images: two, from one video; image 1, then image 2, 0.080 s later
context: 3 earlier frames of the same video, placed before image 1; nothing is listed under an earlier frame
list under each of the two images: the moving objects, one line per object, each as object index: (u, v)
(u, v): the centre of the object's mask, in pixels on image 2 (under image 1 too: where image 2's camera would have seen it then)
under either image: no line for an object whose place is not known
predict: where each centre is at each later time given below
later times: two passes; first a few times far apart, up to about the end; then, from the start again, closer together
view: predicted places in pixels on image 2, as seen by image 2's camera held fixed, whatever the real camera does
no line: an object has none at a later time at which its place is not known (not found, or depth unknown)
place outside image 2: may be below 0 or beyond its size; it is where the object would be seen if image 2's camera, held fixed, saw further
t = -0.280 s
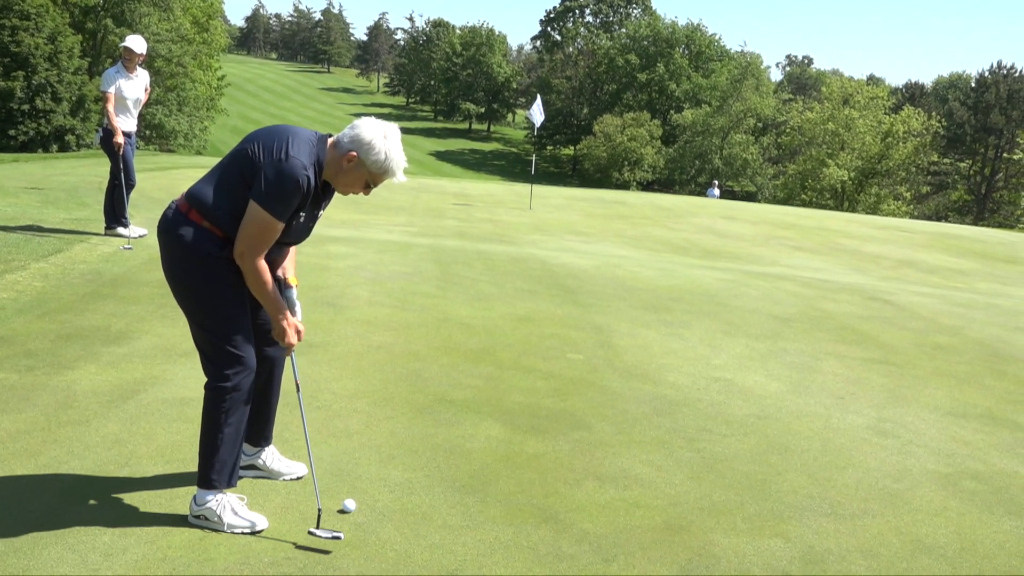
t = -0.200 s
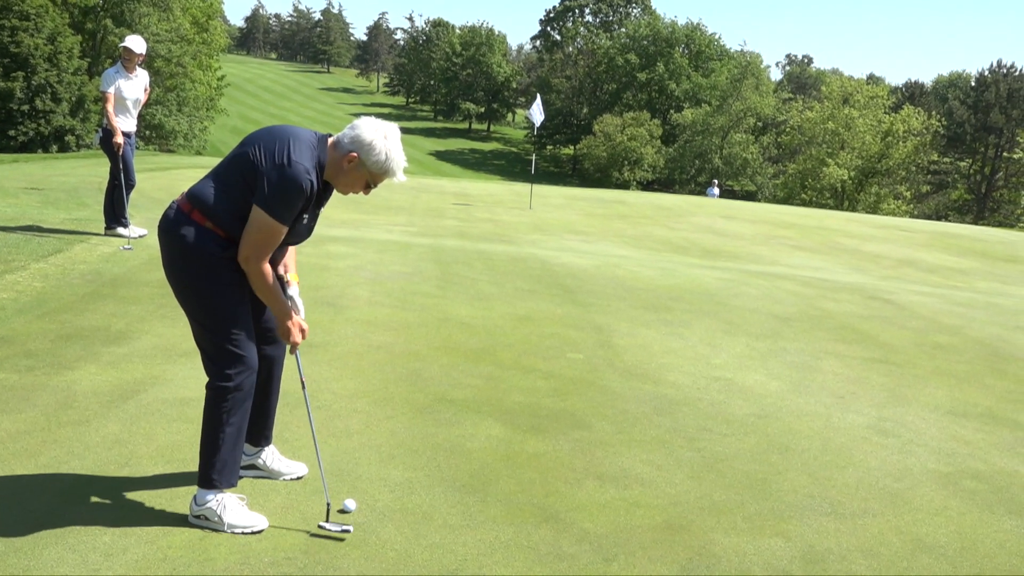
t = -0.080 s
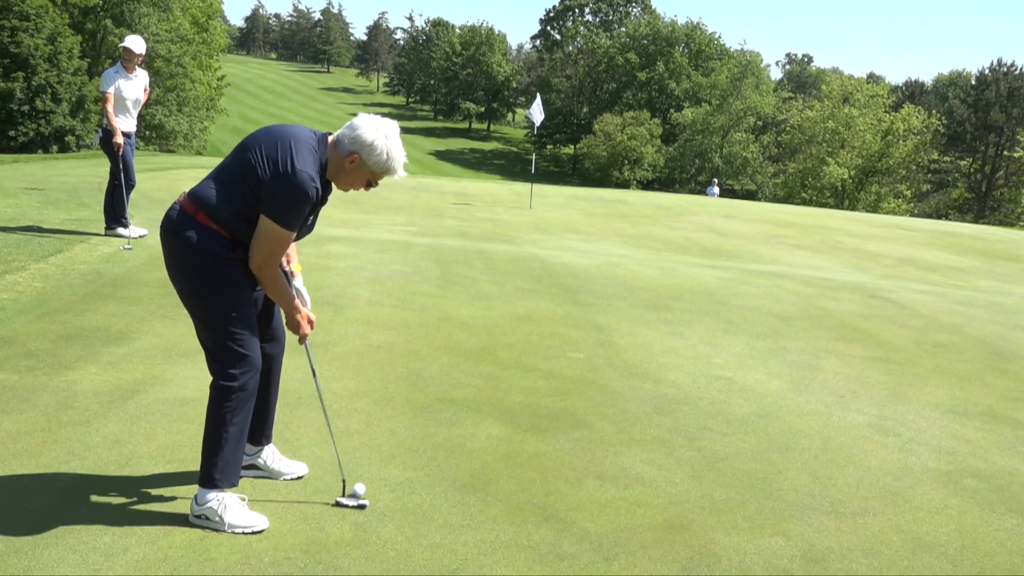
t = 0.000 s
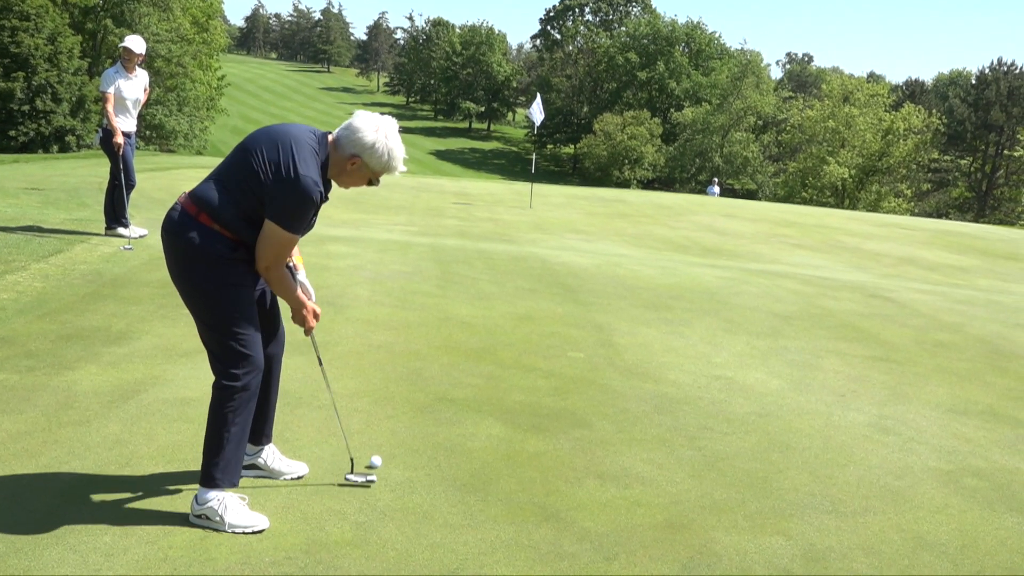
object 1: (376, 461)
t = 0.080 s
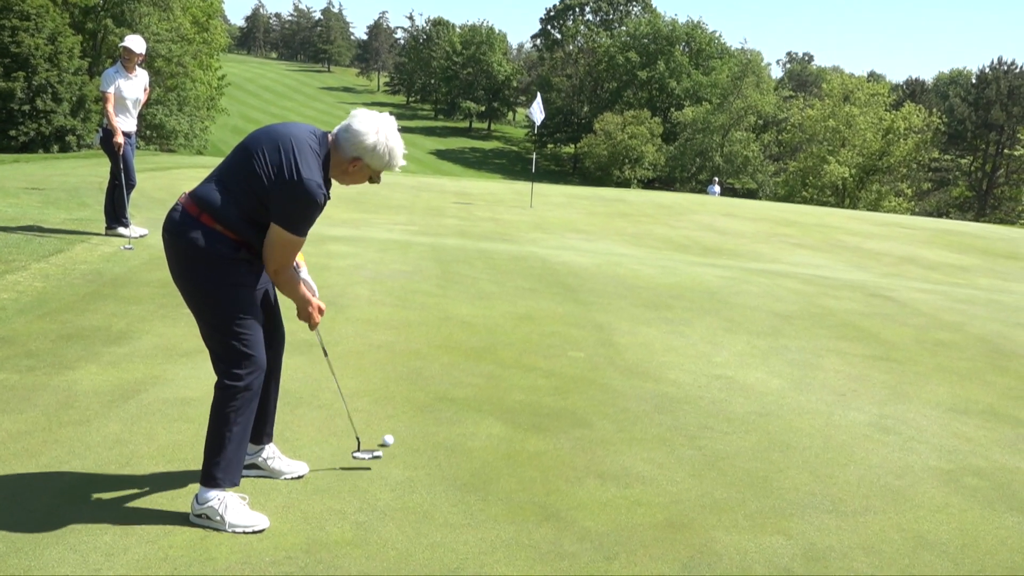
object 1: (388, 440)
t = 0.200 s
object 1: (402, 416)
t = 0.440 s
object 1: (426, 377)
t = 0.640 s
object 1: (441, 353)
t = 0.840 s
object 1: (453, 333)
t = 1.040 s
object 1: (463, 317)
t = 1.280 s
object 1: (473, 301)
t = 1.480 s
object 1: (480, 290)
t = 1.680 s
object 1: (486, 280)
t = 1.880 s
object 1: (492, 272)
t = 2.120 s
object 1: (497, 263)
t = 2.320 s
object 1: (501, 258)
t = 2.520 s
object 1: (505, 253)
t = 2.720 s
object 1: (508, 250)
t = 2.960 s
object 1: (510, 248)
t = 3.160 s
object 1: (512, 246)
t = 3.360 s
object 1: (513, 245)
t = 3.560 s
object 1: (513, 244)
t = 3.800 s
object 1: (514, 243)
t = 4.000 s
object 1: (515, 243)
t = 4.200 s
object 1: (516, 241)
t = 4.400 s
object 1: (517, 240)
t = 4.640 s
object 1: (519, 238)
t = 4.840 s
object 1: (520, 235)
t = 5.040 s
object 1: (521, 232)
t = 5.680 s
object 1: (524, 223)
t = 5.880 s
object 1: (524, 220)
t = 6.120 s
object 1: (525, 218)
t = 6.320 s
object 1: (526, 215)
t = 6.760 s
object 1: (527, 210)
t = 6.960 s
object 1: (527, 209)
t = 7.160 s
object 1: (527, 207)
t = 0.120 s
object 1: (393, 432)
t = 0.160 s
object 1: (398, 424)
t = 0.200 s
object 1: (402, 416)
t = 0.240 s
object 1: (407, 408)
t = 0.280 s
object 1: (411, 402)
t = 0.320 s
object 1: (415, 395)
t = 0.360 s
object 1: (419, 389)
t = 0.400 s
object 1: (423, 382)
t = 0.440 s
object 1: (426, 377)
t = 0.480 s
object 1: (429, 372)
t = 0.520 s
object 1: (432, 366)
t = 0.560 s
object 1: (435, 361)
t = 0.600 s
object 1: (438, 357)
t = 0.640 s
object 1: (441, 353)
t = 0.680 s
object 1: (443, 348)
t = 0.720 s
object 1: (446, 344)
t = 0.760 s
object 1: (448, 341)
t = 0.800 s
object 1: (451, 337)
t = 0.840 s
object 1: (453, 333)
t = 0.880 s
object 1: (455, 330)
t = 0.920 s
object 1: (457, 326)
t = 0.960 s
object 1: (459, 323)
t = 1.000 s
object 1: (461, 320)
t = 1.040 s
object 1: (463, 317)
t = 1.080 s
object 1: (465, 314)
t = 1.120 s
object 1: (467, 311)
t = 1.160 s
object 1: (468, 309)
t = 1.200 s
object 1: (470, 306)
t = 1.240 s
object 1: (472, 303)
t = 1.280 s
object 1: (473, 301)
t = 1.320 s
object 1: (475, 298)
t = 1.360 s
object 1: (476, 296)
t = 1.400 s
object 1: (477, 294)
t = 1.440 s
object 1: (479, 292)
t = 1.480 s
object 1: (480, 290)
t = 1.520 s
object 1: (481, 288)
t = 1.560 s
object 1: (483, 285)
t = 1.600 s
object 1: (484, 284)
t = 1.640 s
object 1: (485, 282)
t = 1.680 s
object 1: (486, 280)
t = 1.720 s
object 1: (487, 278)
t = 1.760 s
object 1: (489, 277)
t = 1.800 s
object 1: (490, 275)
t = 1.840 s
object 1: (491, 273)
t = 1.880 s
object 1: (492, 272)
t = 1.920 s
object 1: (493, 270)
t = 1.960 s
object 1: (493, 269)
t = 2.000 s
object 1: (494, 267)
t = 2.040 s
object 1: (495, 266)
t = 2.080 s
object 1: (496, 265)
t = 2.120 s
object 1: (497, 263)
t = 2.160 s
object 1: (498, 262)
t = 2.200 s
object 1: (499, 261)
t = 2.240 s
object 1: (499, 260)
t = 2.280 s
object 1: (500, 259)
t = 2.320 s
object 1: (501, 258)
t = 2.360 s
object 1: (502, 257)
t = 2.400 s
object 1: (503, 256)
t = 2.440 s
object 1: (503, 254)
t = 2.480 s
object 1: (504, 254)
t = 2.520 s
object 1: (505, 253)
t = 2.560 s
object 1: (505, 252)
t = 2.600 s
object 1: (506, 252)
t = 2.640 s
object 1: (506, 251)
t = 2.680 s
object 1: (507, 251)
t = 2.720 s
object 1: (508, 250)
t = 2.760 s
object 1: (508, 249)
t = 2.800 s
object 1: (509, 249)
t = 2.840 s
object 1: (509, 249)
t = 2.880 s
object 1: (509, 248)
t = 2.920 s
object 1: (510, 248)
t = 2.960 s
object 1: (510, 248)
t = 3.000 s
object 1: (511, 247)
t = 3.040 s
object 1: (511, 247)
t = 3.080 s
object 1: (511, 247)
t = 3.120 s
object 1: (512, 246)
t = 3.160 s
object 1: (512, 246)
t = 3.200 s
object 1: (512, 246)
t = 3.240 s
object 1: (512, 246)
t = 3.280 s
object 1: (512, 245)
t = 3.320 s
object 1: (512, 245)
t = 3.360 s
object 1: (513, 245)
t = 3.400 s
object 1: (513, 245)
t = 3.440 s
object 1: (513, 245)
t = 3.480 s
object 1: (513, 245)
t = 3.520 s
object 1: (513, 245)
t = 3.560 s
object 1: (513, 244)
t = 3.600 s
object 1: (513, 244)
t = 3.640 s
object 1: (513, 244)
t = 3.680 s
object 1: (514, 244)
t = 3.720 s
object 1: (514, 244)
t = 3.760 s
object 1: (514, 244)
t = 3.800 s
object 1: (514, 243)
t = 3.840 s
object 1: (514, 243)
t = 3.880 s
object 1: (514, 243)
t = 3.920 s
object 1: (514, 243)
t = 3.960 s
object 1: (514, 243)
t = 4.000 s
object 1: (515, 243)
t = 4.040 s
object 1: (515, 242)
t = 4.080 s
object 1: (515, 242)
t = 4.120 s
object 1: (515, 242)
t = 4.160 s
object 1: (516, 242)
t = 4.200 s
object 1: (516, 241)
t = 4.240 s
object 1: (516, 241)
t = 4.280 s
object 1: (516, 241)
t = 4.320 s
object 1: (517, 240)
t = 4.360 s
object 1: (517, 240)
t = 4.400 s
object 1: (517, 240)
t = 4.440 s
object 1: (517, 239)
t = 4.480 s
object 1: (518, 239)
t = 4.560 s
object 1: (518, 239)
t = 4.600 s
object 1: (518, 238)
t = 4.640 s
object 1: (519, 238)
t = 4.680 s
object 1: (519, 237)
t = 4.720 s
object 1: (519, 237)
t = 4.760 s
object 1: (520, 236)
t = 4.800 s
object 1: (520, 235)
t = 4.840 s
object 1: (520, 235)
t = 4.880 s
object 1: (520, 235)
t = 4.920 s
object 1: (520, 234)
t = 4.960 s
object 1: (520, 233)
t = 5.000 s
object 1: (520, 233)
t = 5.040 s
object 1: (521, 232)
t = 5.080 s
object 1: (521, 231)
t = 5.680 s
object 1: (524, 223)
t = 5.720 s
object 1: (524, 222)
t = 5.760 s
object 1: (524, 222)
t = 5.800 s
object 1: (524, 221)
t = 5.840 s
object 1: (524, 221)
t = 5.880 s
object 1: (524, 220)
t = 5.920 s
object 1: (524, 220)
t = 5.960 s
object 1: (525, 219)
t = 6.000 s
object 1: (525, 219)
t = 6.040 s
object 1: (525, 219)
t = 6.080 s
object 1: (525, 218)
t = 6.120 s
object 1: (525, 218)
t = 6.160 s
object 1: (525, 217)
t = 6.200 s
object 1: (525, 217)
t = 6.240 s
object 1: (525, 216)
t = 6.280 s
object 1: (526, 216)
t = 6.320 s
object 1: (526, 215)
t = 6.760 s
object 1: (527, 210)
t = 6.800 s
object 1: (527, 210)
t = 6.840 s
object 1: (527, 210)
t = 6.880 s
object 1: (527, 210)
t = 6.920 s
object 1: (527, 209)
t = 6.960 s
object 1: (527, 209)
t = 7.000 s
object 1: (527, 209)
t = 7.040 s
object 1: (527, 208)
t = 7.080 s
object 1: (527, 208)
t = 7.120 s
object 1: (527, 208)
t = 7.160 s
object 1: (527, 207)
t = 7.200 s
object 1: (527, 207)
